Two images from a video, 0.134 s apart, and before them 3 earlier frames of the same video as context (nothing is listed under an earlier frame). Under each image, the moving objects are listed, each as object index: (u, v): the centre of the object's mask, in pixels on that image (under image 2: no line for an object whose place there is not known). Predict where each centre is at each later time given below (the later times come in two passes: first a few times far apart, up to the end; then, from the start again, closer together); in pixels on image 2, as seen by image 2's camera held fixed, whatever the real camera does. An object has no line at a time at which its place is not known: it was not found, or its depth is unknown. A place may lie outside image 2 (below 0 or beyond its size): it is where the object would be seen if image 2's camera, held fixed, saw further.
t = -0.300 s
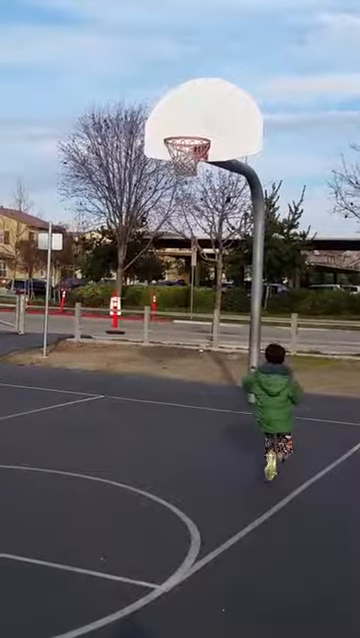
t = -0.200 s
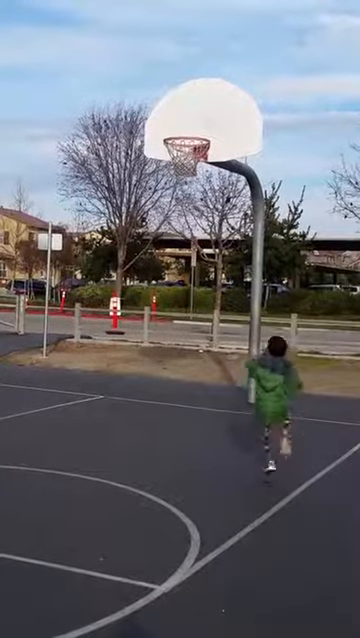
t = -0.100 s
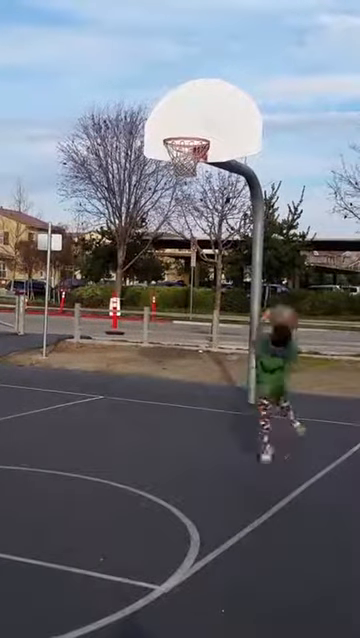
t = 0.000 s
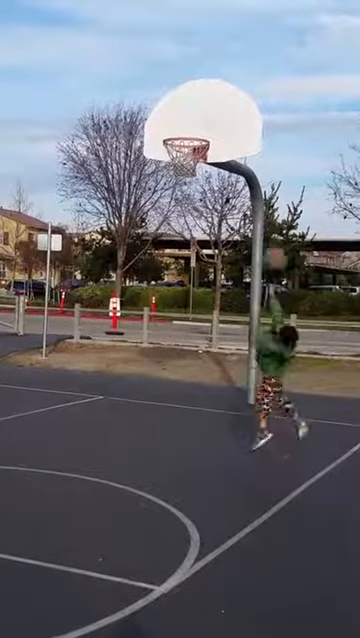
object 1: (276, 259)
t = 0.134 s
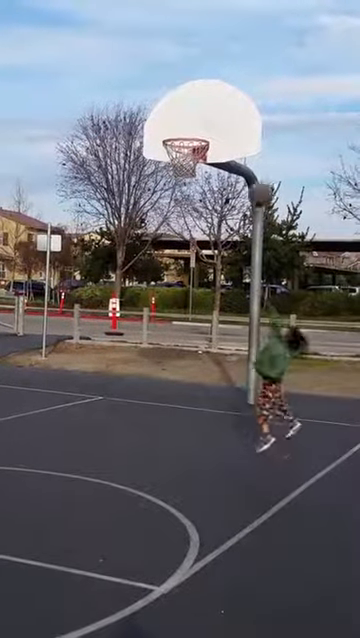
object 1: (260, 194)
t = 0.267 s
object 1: (247, 152)
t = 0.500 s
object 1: (224, 128)
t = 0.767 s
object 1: (191, 130)
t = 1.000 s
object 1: (175, 135)
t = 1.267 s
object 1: (185, 165)
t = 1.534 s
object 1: (185, 171)
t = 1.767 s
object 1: (179, 185)
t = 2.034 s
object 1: (174, 268)
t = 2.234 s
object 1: (169, 370)
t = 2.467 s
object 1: (163, 358)
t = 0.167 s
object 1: (257, 181)
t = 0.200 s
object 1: (253, 170)
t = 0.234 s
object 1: (250, 160)
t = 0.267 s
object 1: (247, 152)
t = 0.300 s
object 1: (243, 145)
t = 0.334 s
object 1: (240, 139)
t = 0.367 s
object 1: (236, 134)
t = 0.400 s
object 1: (234, 131)
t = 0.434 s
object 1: (230, 129)
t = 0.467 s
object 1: (227, 128)
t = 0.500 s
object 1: (224, 128)
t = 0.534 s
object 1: (220, 127)
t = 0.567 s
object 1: (214, 127)
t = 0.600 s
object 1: (209, 128)
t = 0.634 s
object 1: (205, 129)
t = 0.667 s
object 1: (201, 129)
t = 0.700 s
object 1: (198, 129)
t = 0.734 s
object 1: (194, 129)
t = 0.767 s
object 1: (191, 130)
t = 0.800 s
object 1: (188, 130)
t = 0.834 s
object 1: (185, 130)
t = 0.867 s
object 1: (181, 131)
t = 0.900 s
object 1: (179, 131)
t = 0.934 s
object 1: (178, 132)
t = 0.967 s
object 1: (176, 134)
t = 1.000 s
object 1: (175, 135)
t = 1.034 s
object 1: (175, 140)
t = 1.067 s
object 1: (175, 144)
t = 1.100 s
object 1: (176, 147)
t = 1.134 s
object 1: (177, 149)
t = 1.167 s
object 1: (178, 150)
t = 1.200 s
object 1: (178, 150)
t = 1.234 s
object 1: (183, 163)
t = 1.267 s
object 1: (185, 165)
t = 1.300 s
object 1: (186, 166)
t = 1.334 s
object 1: (187, 167)
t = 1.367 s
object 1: (188, 168)
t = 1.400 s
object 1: (188, 168)
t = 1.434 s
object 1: (187, 168)
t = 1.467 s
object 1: (187, 170)
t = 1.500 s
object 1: (185, 170)
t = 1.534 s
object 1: (185, 171)
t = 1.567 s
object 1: (184, 171)
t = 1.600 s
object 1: (184, 172)
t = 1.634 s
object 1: (182, 173)
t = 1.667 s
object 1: (182, 177)
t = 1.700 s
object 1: (182, 175)
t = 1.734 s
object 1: (180, 180)
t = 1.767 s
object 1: (179, 185)
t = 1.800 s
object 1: (178, 196)
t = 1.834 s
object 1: (177, 204)
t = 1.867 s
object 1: (177, 208)
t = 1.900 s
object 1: (176, 222)
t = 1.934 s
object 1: (178, 230)
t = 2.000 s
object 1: (175, 255)
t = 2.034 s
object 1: (174, 268)
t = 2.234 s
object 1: (169, 370)
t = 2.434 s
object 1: (168, 369)
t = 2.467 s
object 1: (163, 358)
